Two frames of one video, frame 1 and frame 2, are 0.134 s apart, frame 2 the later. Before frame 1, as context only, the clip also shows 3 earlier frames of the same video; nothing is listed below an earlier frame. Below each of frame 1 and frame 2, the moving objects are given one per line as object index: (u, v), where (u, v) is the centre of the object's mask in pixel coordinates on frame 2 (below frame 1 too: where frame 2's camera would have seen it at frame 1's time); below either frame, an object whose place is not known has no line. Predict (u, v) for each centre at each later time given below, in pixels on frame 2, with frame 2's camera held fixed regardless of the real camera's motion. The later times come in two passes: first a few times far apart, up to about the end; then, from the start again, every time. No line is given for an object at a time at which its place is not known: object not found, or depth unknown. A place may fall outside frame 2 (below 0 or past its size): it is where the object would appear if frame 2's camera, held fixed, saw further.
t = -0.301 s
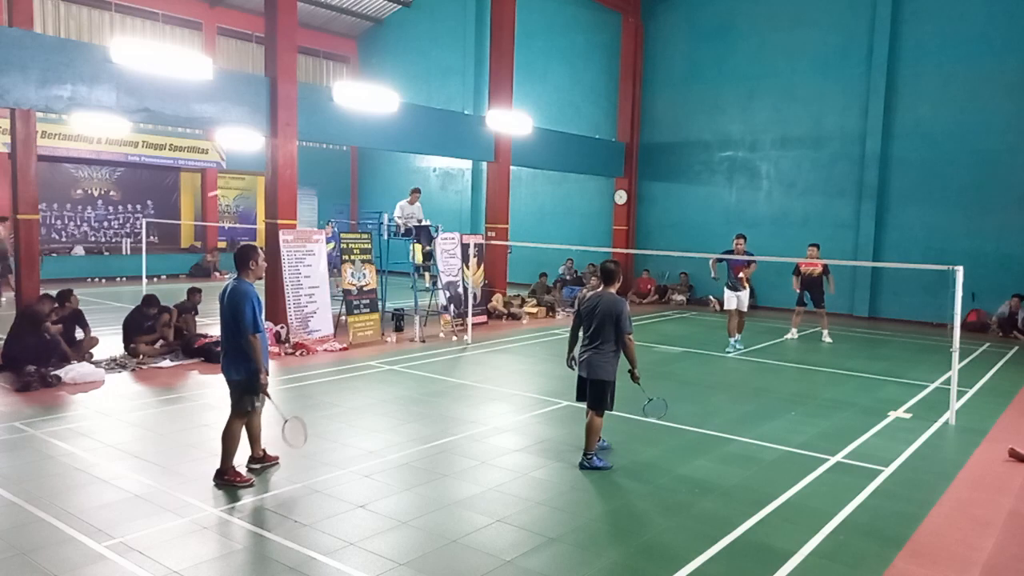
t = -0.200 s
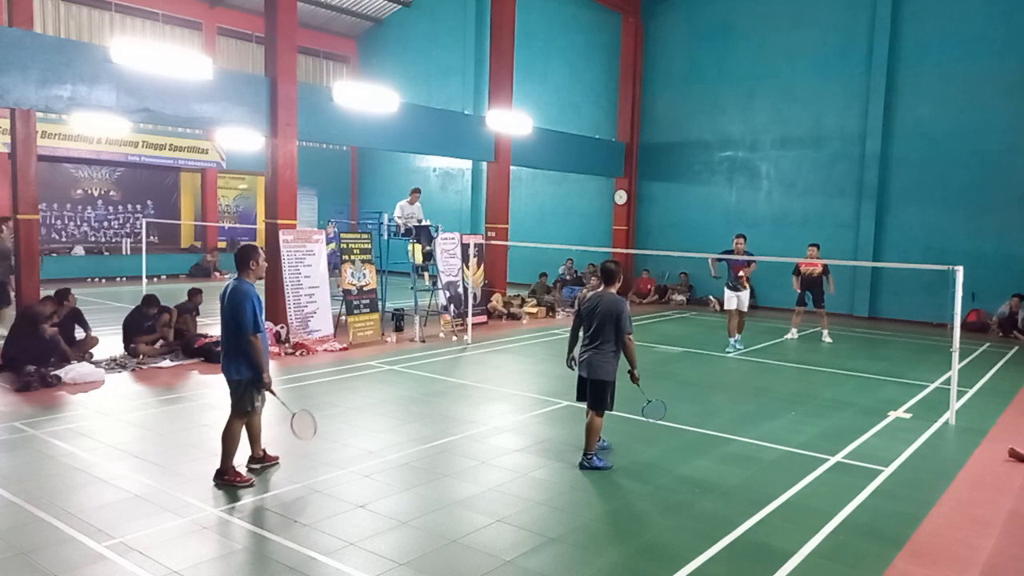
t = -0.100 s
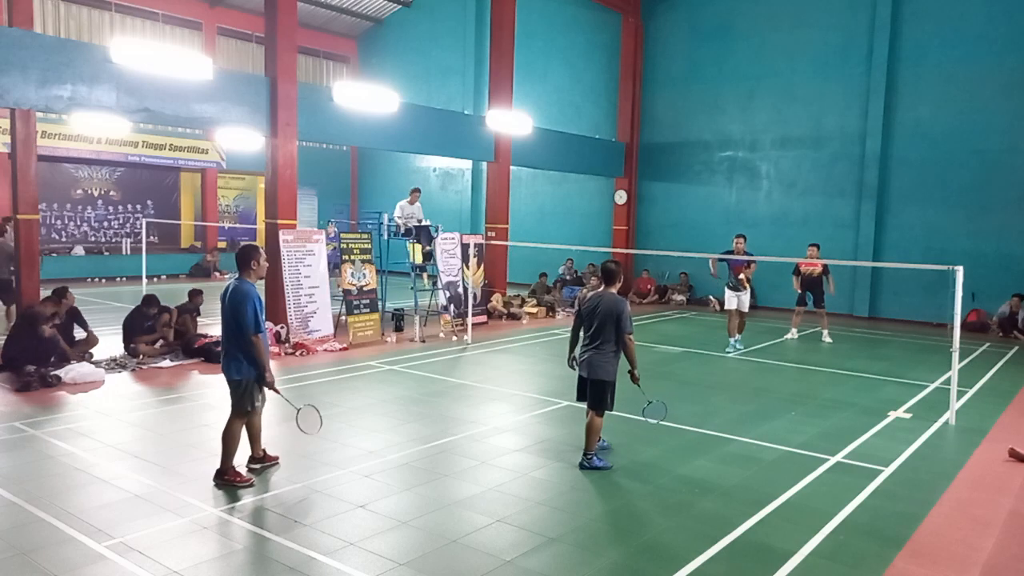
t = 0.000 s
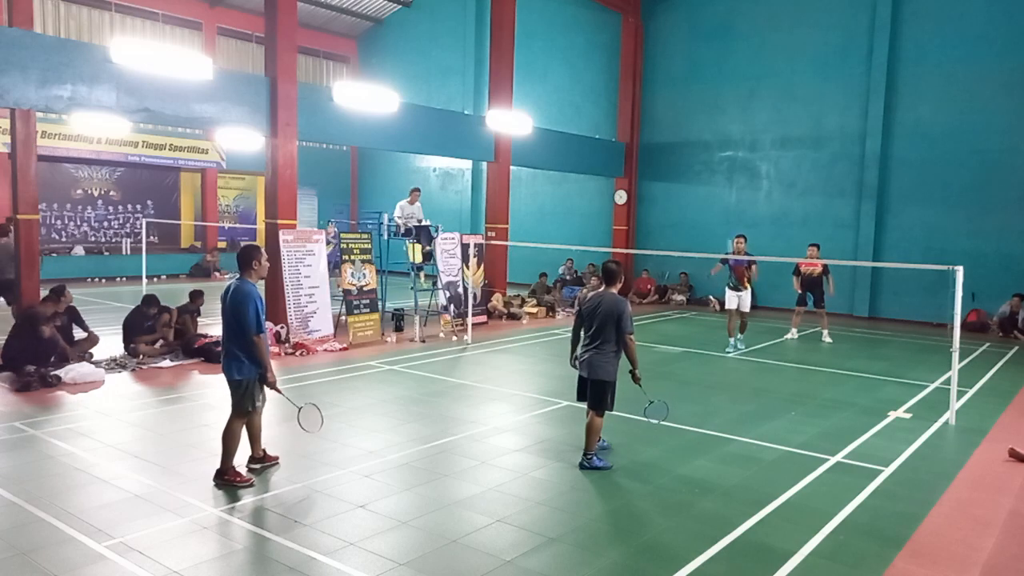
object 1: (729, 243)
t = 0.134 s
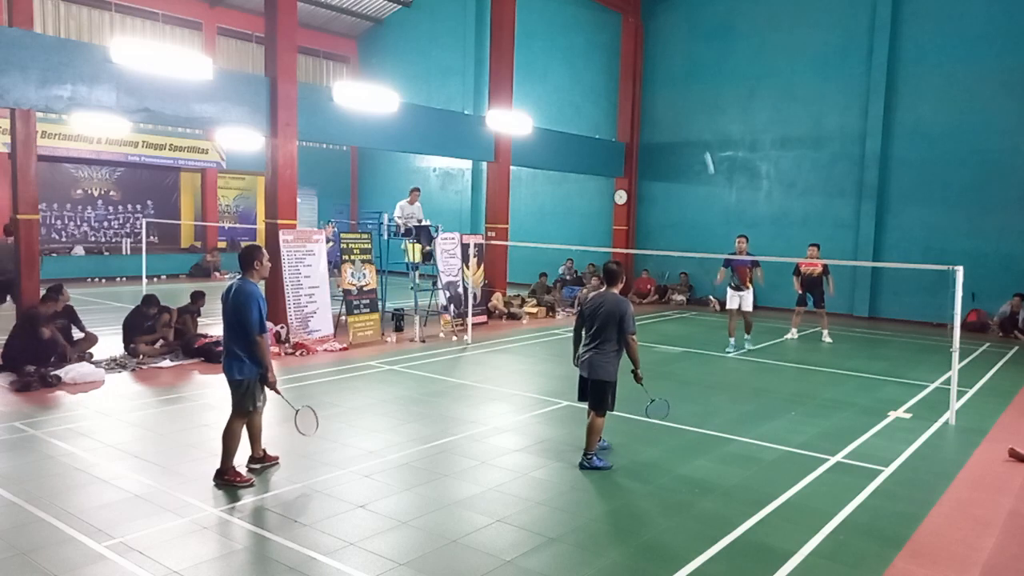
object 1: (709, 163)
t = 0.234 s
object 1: (693, 109)
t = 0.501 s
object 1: (649, 18)
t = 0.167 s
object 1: (704, 144)
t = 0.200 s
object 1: (699, 126)
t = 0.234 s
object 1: (693, 109)
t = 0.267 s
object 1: (688, 95)
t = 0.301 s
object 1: (683, 80)
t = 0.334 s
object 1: (677, 67)
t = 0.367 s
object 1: (672, 55)
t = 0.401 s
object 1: (666, 44)
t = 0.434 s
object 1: (660, 34)
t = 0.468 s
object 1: (655, 26)
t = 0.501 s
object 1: (649, 18)
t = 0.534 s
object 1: (642, 12)
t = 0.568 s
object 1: (636, 8)
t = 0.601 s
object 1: (629, 5)
